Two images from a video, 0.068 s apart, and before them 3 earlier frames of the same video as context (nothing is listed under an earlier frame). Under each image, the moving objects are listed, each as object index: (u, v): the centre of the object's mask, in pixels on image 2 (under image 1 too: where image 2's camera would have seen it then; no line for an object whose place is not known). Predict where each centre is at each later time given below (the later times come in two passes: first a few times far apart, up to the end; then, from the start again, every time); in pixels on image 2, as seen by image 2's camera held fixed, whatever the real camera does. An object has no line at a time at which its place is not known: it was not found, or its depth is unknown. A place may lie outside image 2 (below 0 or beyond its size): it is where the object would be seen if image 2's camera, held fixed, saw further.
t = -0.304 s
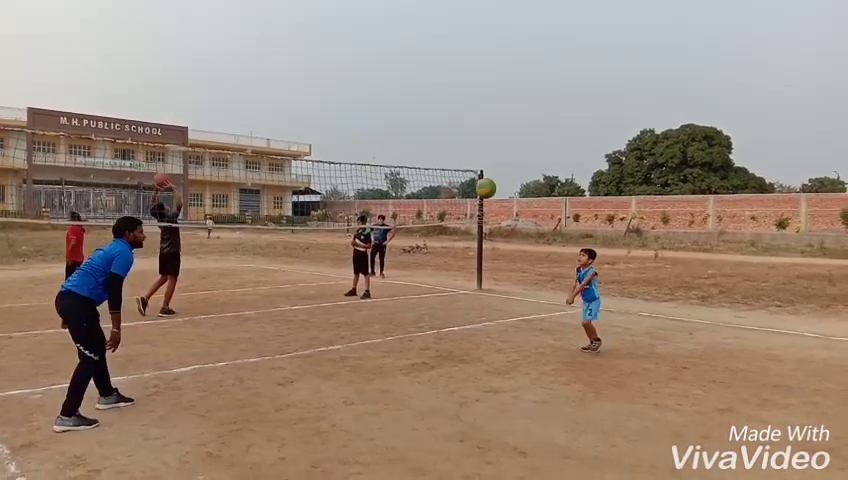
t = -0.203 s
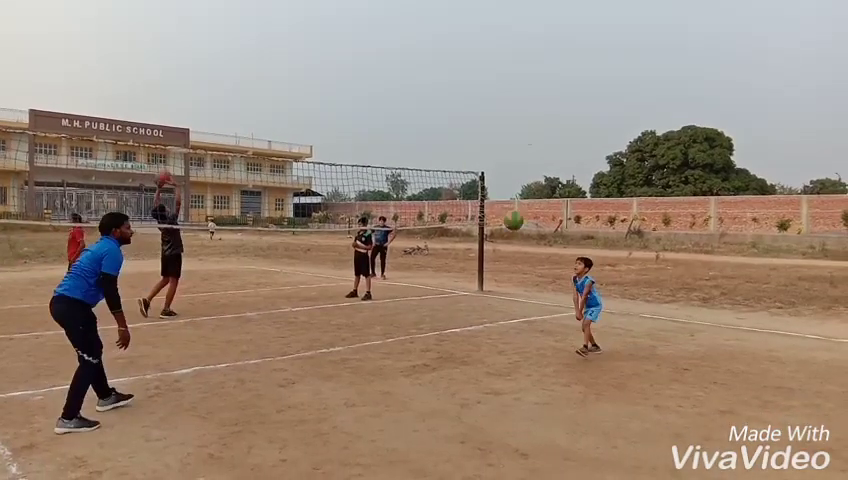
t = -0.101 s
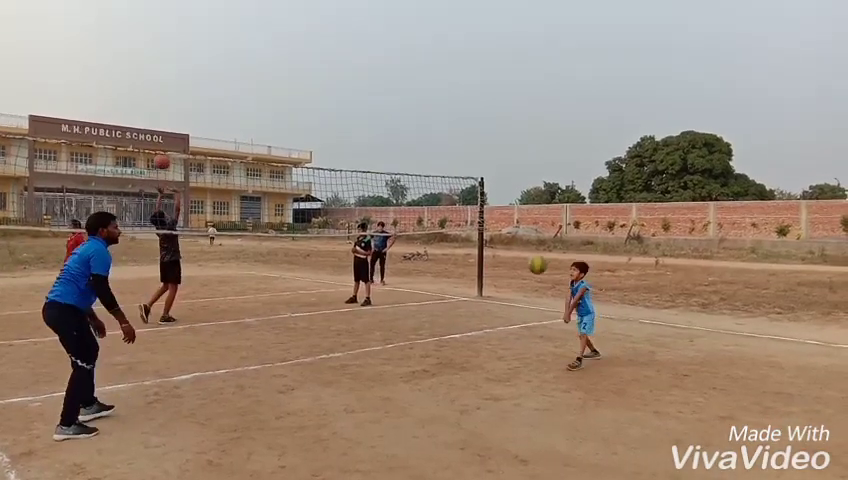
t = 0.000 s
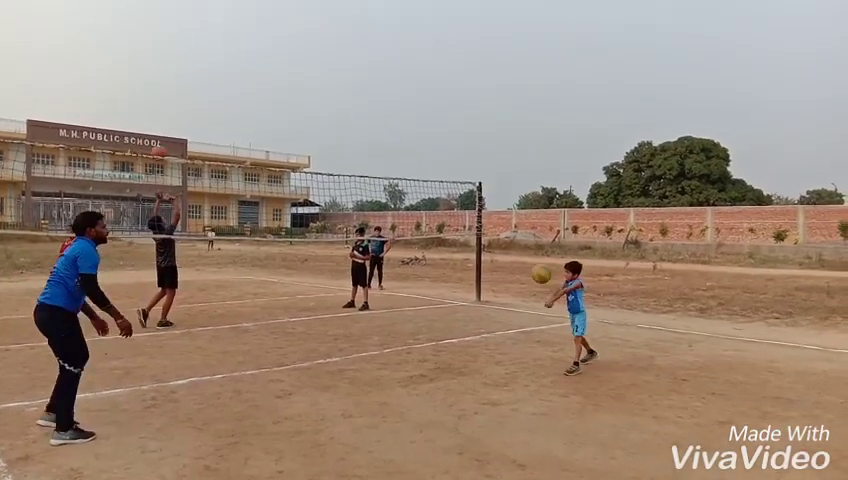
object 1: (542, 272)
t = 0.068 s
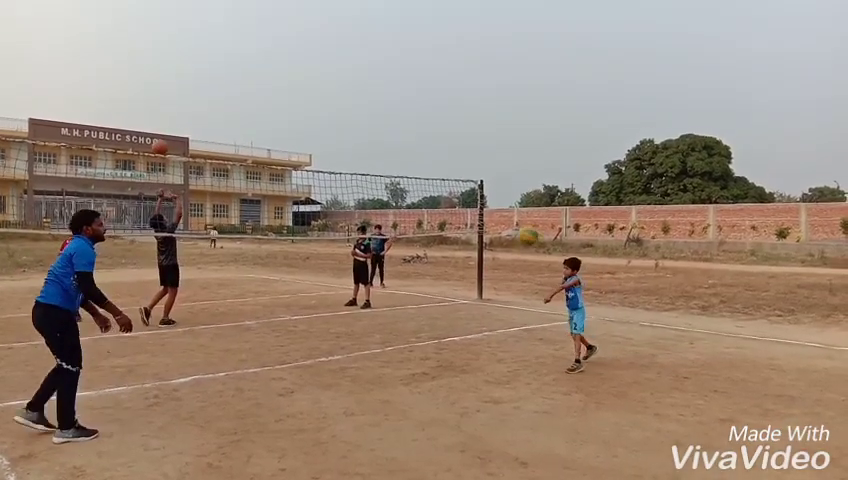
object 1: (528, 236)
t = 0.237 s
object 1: (486, 155)
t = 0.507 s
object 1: (403, 66)
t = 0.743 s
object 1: (309, 48)
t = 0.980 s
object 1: (184, 117)
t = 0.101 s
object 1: (520, 219)
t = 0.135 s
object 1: (511, 201)
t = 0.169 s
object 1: (503, 185)
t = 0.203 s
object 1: (495, 170)
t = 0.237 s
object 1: (486, 155)
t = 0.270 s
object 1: (476, 141)
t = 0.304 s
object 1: (467, 127)
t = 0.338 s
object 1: (457, 115)
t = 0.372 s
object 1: (447, 103)
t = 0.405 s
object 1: (437, 92)
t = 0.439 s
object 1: (426, 83)
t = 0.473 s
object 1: (415, 74)
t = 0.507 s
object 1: (403, 66)
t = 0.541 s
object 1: (391, 59)
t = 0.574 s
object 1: (379, 54)
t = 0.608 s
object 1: (366, 50)
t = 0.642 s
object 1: (352, 47)
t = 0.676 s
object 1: (338, 46)
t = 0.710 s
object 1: (324, 46)
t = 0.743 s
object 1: (309, 48)
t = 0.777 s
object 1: (293, 51)
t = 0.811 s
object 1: (277, 57)
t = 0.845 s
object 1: (259, 64)
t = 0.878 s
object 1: (242, 74)
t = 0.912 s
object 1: (224, 85)
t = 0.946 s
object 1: (204, 100)
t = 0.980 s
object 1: (184, 117)
